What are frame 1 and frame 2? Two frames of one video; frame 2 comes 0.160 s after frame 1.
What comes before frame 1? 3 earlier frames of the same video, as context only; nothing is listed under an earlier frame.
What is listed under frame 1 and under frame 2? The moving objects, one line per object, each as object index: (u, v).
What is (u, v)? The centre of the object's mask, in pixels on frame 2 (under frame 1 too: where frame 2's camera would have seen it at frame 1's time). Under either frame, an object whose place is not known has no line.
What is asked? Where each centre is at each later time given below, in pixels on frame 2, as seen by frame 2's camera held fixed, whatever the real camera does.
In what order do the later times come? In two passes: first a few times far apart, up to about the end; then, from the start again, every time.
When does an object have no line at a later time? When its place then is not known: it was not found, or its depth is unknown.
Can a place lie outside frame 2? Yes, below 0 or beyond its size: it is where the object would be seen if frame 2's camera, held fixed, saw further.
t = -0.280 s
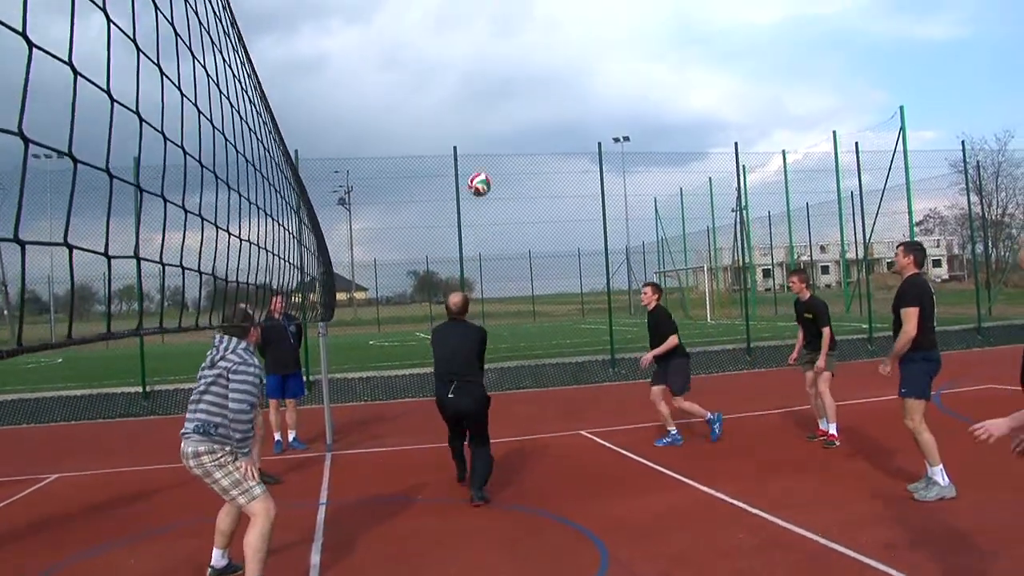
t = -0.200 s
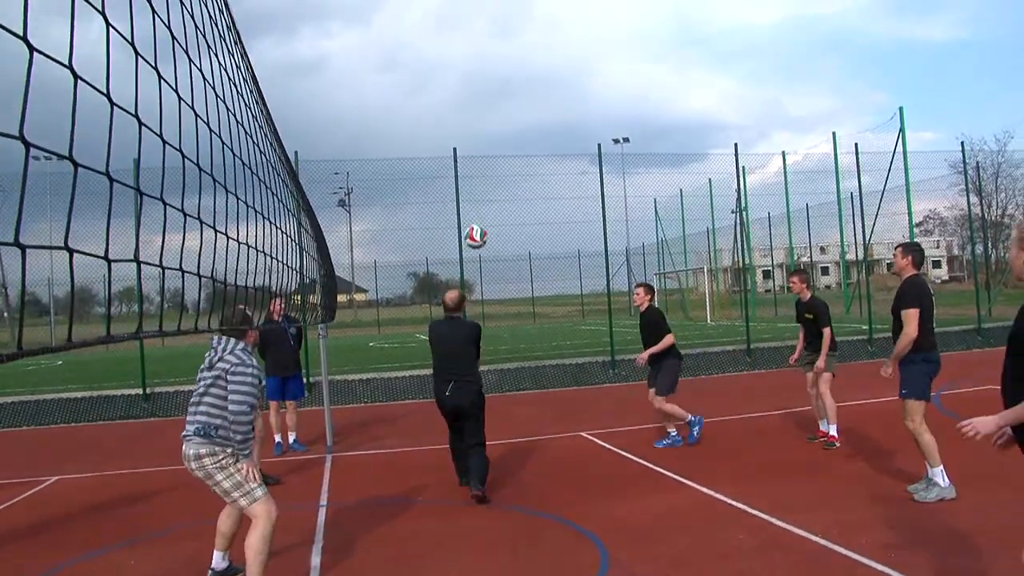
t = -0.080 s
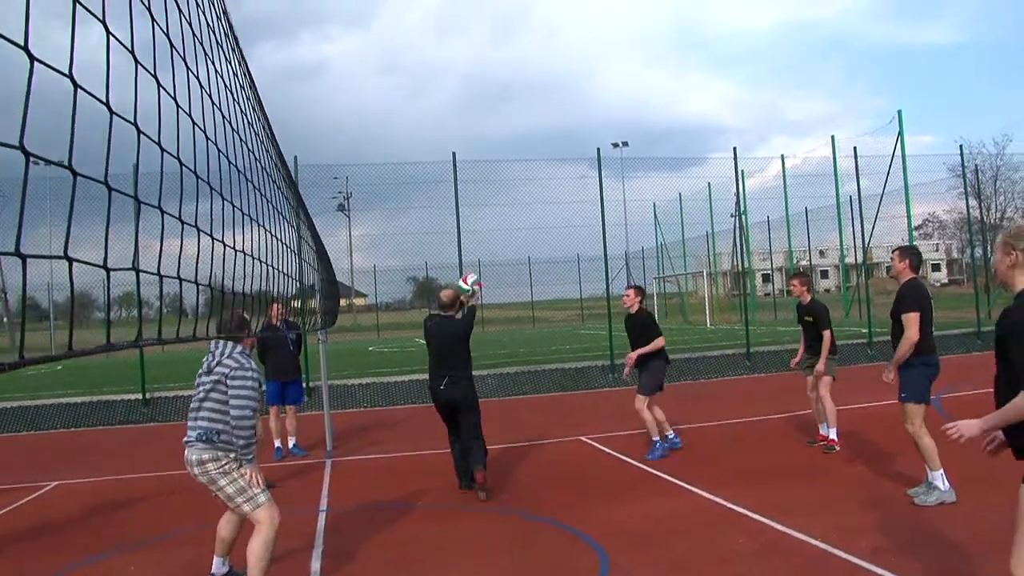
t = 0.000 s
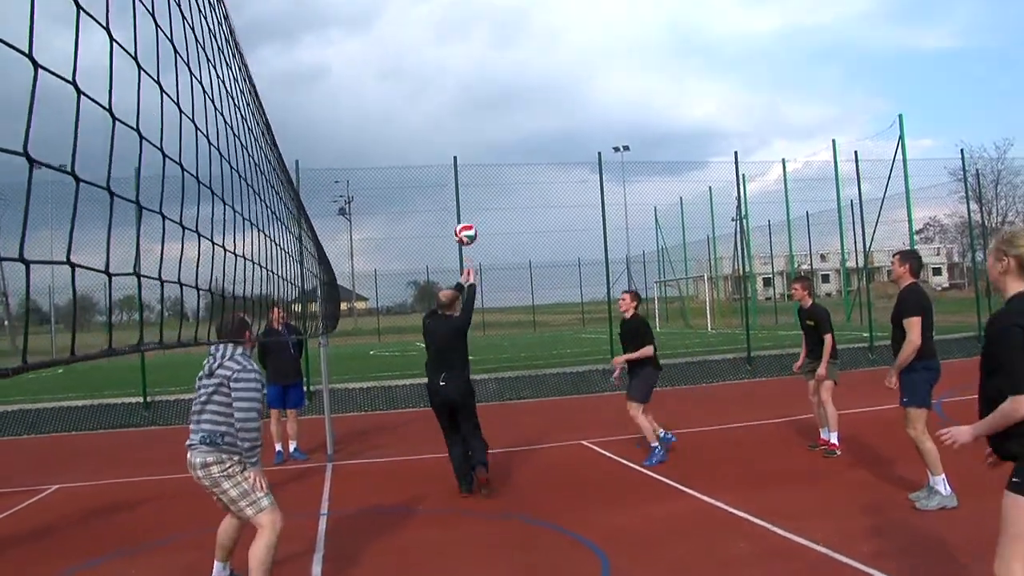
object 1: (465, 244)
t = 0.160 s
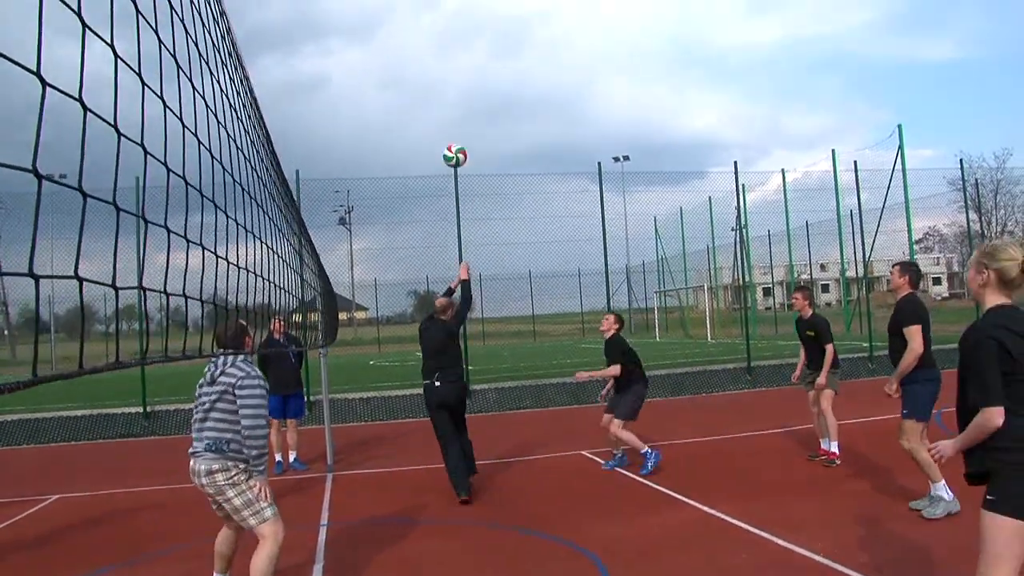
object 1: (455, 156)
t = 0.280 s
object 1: (447, 108)
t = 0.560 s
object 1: (429, 67)
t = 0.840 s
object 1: (414, 124)
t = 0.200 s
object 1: (452, 138)
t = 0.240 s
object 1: (449, 122)
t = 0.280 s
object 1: (447, 108)
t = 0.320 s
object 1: (444, 97)
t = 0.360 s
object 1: (442, 87)
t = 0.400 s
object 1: (439, 79)
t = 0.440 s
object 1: (437, 74)
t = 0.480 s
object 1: (435, 69)
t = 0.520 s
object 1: (432, 67)
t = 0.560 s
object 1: (429, 67)
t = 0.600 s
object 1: (427, 69)
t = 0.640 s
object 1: (424, 73)
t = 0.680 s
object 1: (422, 79)
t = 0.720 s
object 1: (420, 87)
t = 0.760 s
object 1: (419, 97)
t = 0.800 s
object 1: (416, 109)
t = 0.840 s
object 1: (414, 124)
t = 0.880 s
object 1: (412, 141)
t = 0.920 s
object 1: (411, 160)
